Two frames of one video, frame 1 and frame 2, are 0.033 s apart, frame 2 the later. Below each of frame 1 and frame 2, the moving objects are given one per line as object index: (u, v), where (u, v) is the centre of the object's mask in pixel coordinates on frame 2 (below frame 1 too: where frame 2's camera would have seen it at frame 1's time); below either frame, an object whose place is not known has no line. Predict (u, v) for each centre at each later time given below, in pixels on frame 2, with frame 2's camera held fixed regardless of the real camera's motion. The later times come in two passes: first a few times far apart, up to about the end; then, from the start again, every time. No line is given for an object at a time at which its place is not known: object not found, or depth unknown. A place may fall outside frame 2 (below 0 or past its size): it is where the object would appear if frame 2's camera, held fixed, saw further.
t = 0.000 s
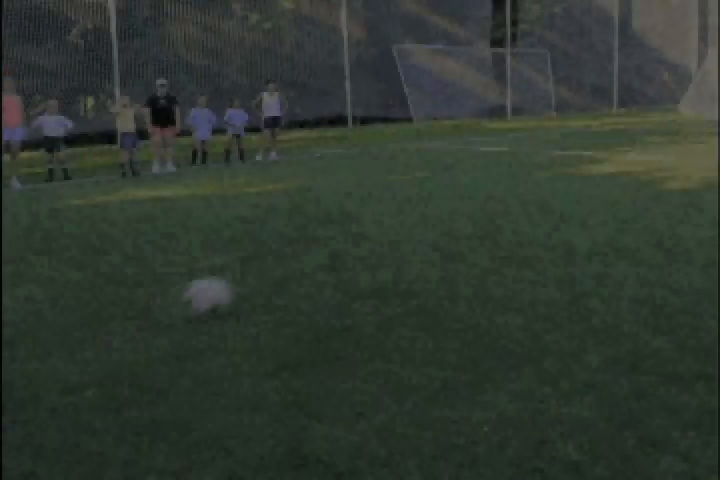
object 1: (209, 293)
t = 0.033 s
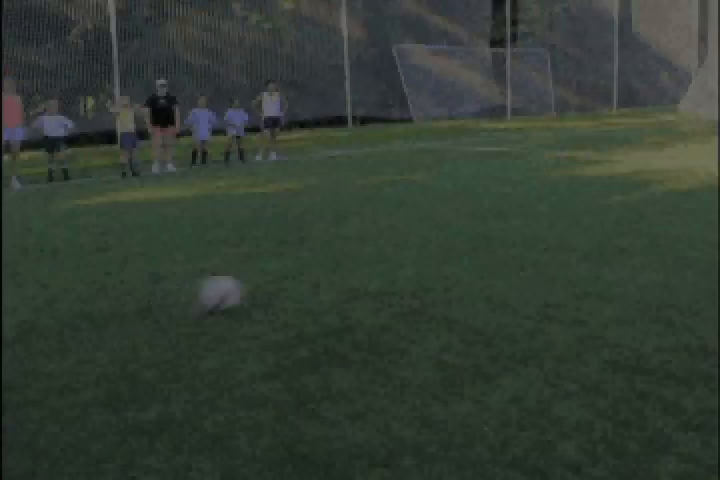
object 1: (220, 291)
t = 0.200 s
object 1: (269, 268)
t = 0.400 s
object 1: (316, 250)
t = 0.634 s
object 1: (357, 233)
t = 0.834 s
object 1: (385, 223)
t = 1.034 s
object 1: (409, 213)
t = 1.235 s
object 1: (427, 204)
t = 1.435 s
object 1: (443, 196)
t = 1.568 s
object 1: (451, 191)
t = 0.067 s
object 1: (233, 289)
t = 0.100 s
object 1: (244, 283)
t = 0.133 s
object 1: (254, 277)
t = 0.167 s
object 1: (261, 272)
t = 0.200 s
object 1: (269, 268)
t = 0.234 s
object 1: (279, 265)
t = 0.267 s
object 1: (287, 264)
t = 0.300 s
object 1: (295, 264)
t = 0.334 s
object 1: (303, 259)
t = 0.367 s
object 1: (310, 254)
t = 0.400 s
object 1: (316, 250)
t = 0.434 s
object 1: (323, 247)
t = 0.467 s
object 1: (331, 246)
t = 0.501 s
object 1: (336, 246)
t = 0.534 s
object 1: (342, 243)
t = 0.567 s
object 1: (347, 238)
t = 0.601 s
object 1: (352, 236)
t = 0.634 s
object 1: (357, 233)
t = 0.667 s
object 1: (362, 232)
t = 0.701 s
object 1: (368, 231)
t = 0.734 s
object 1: (372, 229)
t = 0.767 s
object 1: (377, 226)
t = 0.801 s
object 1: (381, 223)
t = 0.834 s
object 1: (385, 223)
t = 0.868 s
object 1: (389, 222)
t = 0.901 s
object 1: (393, 219)
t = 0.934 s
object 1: (398, 216)
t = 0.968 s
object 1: (402, 215)
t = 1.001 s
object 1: (405, 214)
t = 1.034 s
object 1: (409, 213)
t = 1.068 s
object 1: (412, 211)
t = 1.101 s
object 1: (415, 210)
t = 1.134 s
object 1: (418, 207)
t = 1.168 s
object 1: (421, 206)
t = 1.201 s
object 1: (424, 205)
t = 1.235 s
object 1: (427, 204)
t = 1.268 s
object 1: (429, 203)
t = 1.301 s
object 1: (432, 201)
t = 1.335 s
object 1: (436, 200)
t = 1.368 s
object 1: (438, 199)
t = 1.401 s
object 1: (441, 197)
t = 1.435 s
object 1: (443, 196)
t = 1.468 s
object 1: (446, 195)
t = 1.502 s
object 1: (448, 194)
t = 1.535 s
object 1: (449, 192)
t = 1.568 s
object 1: (451, 191)
